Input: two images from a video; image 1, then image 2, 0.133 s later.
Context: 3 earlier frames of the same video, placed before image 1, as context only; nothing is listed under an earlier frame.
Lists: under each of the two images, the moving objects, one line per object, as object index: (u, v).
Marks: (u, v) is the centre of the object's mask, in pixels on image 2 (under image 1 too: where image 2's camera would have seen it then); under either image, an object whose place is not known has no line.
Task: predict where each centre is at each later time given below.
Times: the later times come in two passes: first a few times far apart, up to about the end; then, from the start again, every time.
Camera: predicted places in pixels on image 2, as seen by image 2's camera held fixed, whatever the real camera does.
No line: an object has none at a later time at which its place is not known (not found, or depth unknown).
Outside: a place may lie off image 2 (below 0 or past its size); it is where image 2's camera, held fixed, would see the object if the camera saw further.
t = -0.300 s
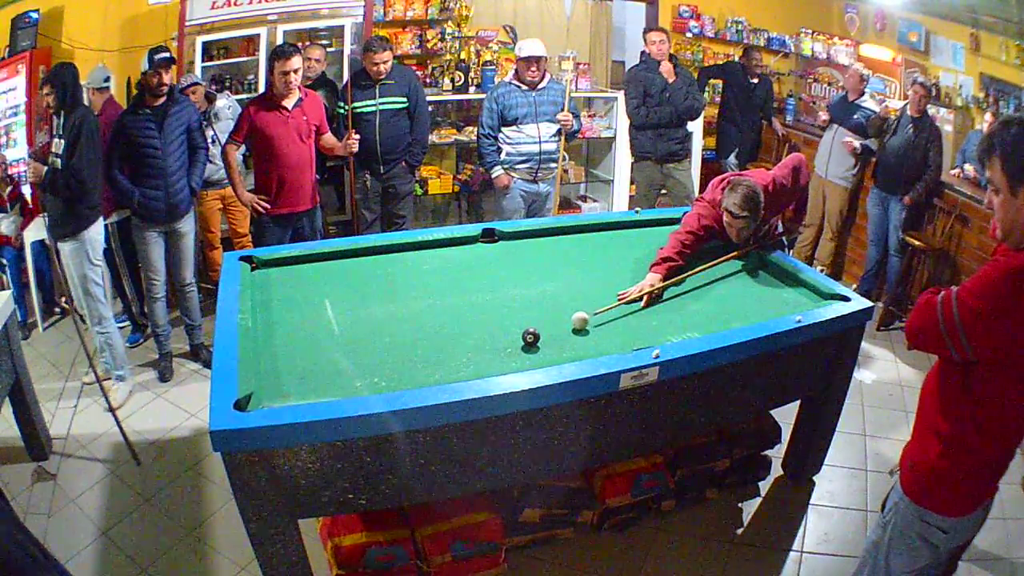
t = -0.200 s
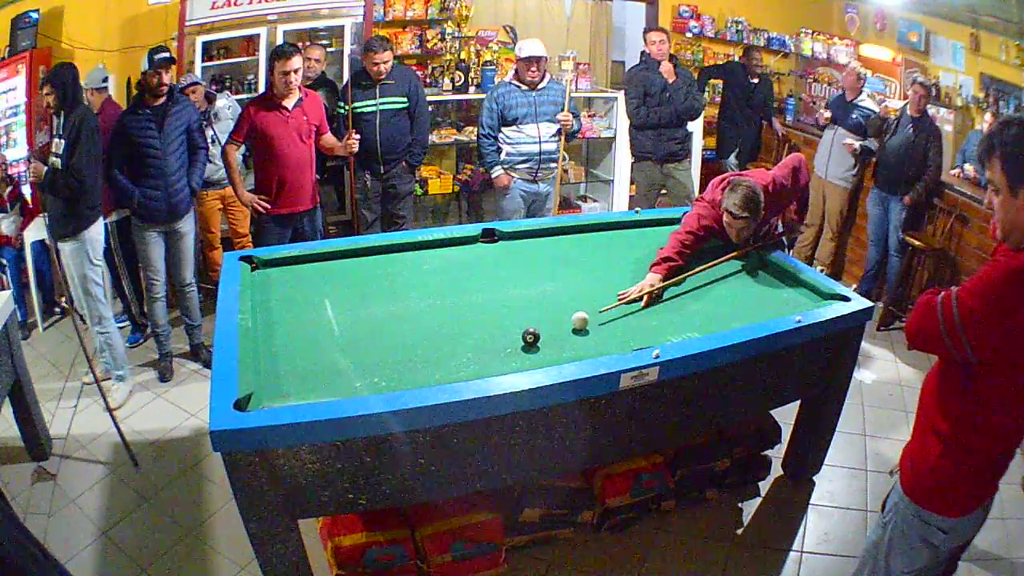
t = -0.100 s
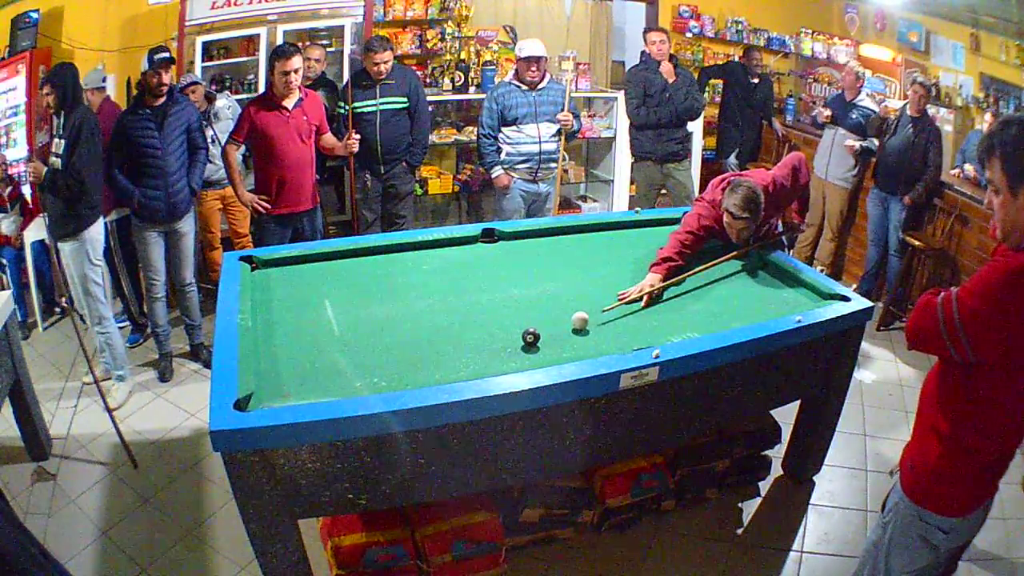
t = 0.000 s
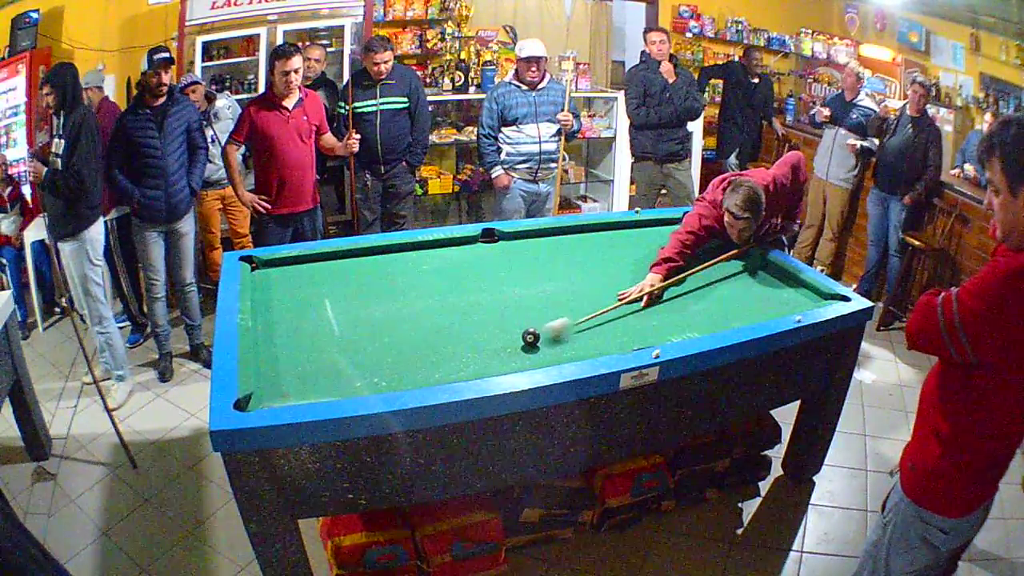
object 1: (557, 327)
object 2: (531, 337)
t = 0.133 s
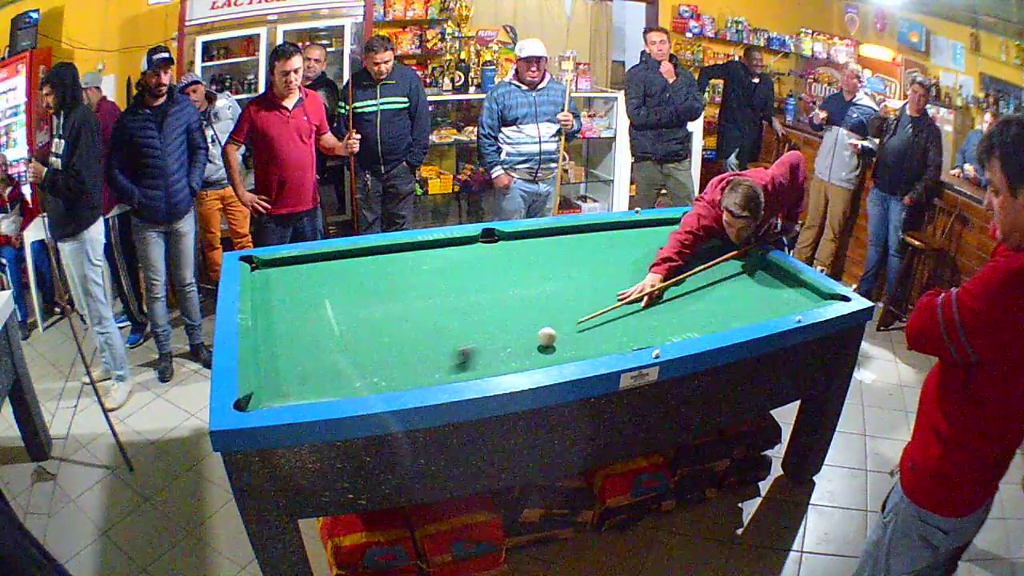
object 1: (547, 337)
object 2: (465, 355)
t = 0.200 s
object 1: (546, 339)
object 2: (429, 364)
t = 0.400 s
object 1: (544, 346)
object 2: (335, 385)
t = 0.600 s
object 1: (542, 351)
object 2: (265, 396)
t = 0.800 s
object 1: (540, 355)
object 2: (273, 386)
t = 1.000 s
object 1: (535, 355)
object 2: (276, 369)
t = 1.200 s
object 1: (530, 355)
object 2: (279, 354)
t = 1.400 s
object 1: (526, 355)
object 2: (281, 341)
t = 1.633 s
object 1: (523, 355)
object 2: (284, 329)
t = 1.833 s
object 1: (521, 355)
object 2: (287, 319)
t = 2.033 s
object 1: (521, 355)
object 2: (289, 311)
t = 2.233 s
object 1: (521, 355)
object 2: (291, 304)
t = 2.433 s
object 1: (521, 355)
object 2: (294, 297)
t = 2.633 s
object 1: (521, 355)
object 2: (296, 291)
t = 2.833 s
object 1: (521, 355)
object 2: (297, 287)
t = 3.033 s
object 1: (521, 355)
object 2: (298, 282)
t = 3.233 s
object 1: (521, 355)
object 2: (299, 277)
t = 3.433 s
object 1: (521, 355)
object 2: (300, 275)
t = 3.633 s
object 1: (522, 355)
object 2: (301, 272)
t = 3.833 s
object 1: (522, 355)
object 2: (303, 269)
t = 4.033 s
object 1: (521, 355)
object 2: (303, 267)
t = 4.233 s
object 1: (521, 355)
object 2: (304, 266)
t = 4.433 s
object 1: (521, 355)
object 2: (305, 266)
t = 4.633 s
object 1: (522, 355)
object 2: (305, 266)
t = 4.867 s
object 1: (522, 355)
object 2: (304, 267)
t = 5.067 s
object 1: (521, 355)
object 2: (304, 267)
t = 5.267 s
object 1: (521, 355)
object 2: (304, 267)
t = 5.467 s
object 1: (521, 355)
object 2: (304, 267)
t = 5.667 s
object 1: (521, 355)
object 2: (304, 267)
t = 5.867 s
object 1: (521, 355)
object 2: (304, 267)
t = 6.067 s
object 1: (521, 355)
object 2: (304, 267)
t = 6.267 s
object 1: (521, 355)
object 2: (304, 267)
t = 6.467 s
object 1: (522, 355)
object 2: (304, 267)
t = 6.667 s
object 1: (521, 355)
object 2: (304, 267)
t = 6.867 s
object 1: (521, 355)
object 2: (304, 267)
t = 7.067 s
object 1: (521, 355)
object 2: (304, 267)
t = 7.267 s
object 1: (521, 355)
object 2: (304, 267)
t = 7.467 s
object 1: (521, 355)
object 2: (304, 267)
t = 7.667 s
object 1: (521, 355)
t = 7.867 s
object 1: (522, 355)
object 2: (304, 267)
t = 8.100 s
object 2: (304, 267)
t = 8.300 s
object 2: (304, 267)
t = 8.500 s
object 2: (304, 267)
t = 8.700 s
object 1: (521, 355)
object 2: (304, 267)
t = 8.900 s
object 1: (522, 355)
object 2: (304, 267)
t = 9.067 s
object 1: (522, 355)
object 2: (304, 267)
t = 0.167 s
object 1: (546, 338)
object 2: (446, 360)
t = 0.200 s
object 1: (546, 339)
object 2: (429, 364)
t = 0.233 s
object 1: (546, 340)
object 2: (412, 369)
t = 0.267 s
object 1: (545, 341)
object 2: (398, 372)
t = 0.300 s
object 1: (545, 343)
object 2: (383, 376)
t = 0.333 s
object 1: (545, 344)
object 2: (368, 379)
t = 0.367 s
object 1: (545, 345)
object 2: (351, 382)
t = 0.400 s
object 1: (544, 346)
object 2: (335, 385)
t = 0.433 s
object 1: (544, 347)
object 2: (320, 387)
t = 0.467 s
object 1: (543, 348)
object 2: (301, 391)
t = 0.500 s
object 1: (543, 349)
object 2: (286, 393)
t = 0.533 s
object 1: (543, 350)
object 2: (275, 393)
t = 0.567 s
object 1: (543, 350)
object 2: (263, 396)
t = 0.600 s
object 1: (542, 351)
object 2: (265, 396)
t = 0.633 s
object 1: (542, 352)
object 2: (269, 396)
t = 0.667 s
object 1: (542, 352)
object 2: (270, 394)
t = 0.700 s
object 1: (541, 353)
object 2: (271, 392)
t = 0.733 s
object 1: (541, 354)
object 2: (272, 390)
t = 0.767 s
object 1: (541, 354)
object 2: (272, 388)
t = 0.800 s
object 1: (540, 355)
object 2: (273, 386)
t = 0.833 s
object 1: (540, 355)
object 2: (273, 383)
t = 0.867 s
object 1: (539, 356)
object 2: (274, 380)
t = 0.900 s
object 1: (538, 356)
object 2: (274, 376)
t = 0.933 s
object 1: (537, 356)
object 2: (275, 374)
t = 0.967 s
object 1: (536, 355)
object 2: (275, 371)
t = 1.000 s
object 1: (535, 355)
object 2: (276, 369)
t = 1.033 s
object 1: (535, 355)
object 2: (276, 366)
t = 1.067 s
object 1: (534, 355)
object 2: (277, 363)
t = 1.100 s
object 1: (533, 355)
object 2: (277, 361)
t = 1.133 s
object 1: (532, 355)
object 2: (278, 358)
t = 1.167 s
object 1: (531, 355)
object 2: (278, 356)
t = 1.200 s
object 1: (530, 355)
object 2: (279, 354)
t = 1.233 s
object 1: (529, 355)
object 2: (279, 352)
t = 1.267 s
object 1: (529, 355)
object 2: (280, 350)
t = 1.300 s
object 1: (528, 355)
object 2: (280, 348)
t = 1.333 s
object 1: (527, 355)
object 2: (280, 345)
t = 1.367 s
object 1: (527, 355)
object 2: (281, 344)
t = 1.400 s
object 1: (526, 355)
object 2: (281, 341)
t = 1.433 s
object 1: (525, 355)
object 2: (282, 340)
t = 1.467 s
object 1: (525, 355)
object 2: (282, 338)
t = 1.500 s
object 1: (524, 355)
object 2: (283, 336)
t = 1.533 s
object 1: (524, 355)
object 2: (283, 334)
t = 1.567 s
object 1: (523, 355)
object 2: (284, 332)
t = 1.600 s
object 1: (523, 355)
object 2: (284, 330)
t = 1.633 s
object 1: (523, 355)
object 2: (284, 329)
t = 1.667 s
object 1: (522, 355)
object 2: (285, 327)
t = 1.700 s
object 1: (522, 355)
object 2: (285, 325)
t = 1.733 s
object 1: (522, 355)
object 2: (286, 324)
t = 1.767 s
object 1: (522, 355)
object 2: (286, 322)
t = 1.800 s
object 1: (521, 355)
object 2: (286, 321)
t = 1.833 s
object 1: (521, 355)
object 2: (287, 319)
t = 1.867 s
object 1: (521, 355)
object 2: (287, 318)
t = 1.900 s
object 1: (521, 355)
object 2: (288, 316)
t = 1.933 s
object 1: (521, 355)
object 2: (288, 315)
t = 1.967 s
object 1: (521, 355)
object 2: (289, 314)
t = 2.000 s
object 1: (521, 355)
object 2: (289, 312)
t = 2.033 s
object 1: (521, 355)
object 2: (289, 311)
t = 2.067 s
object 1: (521, 355)
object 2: (290, 309)
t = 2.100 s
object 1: (521, 355)
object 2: (290, 308)
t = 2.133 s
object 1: (521, 355)
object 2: (291, 307)
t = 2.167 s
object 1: (521, 355)
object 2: (291, 306)
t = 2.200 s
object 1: (521, 355)
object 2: (291, 305)
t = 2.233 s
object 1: (521, 355)
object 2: (291, 304)
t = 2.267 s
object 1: (521, 355)
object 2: (292, 303)
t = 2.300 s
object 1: (521, 355)
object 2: (292, 301)
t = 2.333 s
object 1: (521, 355)
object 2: (293, 301)
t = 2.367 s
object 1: (521, 355)
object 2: (293, 299)
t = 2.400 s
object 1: (521, 355)
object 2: (293, 298)
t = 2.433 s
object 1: (521, 355)
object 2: (294, 297)
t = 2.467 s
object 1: (521, 355)
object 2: (294, 296)
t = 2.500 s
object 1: (521, 355)
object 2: (294, 295)
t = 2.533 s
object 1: (521, 355)
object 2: (295, 294)
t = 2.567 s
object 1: (521, 355)
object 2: (295, 293)
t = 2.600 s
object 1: (521, 355)
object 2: (295, 292)
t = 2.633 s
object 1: (521, 355)
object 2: (296, 291)
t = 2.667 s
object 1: (521, 355)
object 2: (296, 291)
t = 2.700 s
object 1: (521, 355)
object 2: (296, 290)
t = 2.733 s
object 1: (521, 355)
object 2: (297, 289)
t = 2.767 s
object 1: (521, 355)
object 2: (297, 288)
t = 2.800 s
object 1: (521, 355)
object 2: (297, 288)
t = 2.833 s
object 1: (521, 355)
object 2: (297, 287)
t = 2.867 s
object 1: (521, 355)
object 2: (297, 286)
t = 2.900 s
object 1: (521, 355)
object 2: (297, 285)
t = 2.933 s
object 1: (521, 355)
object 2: (298, 284)
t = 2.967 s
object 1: (521, 355)
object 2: (298, 283)
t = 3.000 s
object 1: (521, 355)
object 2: (298, 283)
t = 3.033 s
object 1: (521, 355)
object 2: (298, 282)
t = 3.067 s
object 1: (521, 355)
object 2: (298, 281)
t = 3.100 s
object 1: (521, 355)
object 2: (298, 280)
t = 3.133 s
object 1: (521, 355)
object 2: (299, 280)
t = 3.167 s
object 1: (521, 355)
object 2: (299, 279)
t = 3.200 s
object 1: (521, 355)
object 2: (299, 279)
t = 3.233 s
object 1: (521, 355)
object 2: (299, 277)
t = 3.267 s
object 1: (521, 355)
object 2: (299, 277)
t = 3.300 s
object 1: (521, 355)
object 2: (300, 276)
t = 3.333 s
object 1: (521, 355)
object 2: (300, 276)
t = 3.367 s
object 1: (521, 355)
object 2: (300, 275)
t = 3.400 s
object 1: (521, 355)
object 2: (300, 275)
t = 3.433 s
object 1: (521, 355)
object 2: (300, 275)
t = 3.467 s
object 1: (521, 355)
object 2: (300, 274)
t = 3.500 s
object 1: (521, 355)
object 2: (301, 274)
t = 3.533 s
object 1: (521, 355)
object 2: (301, 273)
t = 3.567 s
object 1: (521, 355)
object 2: (301, 273)
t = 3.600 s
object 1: (521, 355)
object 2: (301, 272)
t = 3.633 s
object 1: (522, 355)
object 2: (301, 272)
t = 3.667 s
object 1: (521, 355)
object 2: (302, 271)
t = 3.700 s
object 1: (522, 355)
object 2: (302, 271)
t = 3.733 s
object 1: (522, 355)
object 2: (302, 270)
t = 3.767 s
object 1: (522, 355)
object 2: (302, 270)
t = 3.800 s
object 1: (522, 355)
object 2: (302, 269)
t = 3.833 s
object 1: (522, 355)
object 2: (303, 269)
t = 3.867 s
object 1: (522, 355)
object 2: (303, 269)
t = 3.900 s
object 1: (521, 355)
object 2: (303, 268)
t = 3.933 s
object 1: (521, 355)
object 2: (303, 268)
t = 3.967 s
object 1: (522, 355)
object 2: (303, 268)
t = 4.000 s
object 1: (521, 355)
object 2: (303, 268)
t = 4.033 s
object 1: (521, 355)
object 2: (303, 267)
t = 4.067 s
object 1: (522, 355)
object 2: (304, 267)
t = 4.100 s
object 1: (521, 355)
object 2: (304, 267)
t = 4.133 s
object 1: (521, 355)
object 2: (304, 267)
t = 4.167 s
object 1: (521, 355)
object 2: (304, 267)
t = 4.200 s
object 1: (522, 355)
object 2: (304, 267)
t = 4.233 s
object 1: (521, 355)
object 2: (304, 266)
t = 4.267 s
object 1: (522, 355)
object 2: (304, 266)
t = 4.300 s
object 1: (522, 355)
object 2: (305, 266)
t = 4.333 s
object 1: (522, 355)
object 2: (305, 266)
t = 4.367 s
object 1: (522, 355)
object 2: (305, 266)
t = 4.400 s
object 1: (521, 355)
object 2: (304, 266)
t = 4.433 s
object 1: (521, 355)
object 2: (305, 266)
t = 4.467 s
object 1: (522, 355)
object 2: (304, 266)
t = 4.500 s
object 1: (522, 355)
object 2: (304, 266)
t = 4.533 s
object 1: (522, 355)
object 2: (304, 266)
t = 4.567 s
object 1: (522, 355)
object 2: (304, 266)
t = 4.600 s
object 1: (522, 355)
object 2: (305, 266)
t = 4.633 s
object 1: (522, 355)
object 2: (305, 266)
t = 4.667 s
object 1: (522, 355)
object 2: (304, 266)
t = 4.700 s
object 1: (522, 355)
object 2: (304, 266)
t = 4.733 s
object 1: (522, 355)
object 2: (304, 266)
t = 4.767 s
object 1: (522, 355)
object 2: (304, 266)
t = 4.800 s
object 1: (521, 355)
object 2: (304, 266)
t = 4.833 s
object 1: (522, 355)
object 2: (305, 266)
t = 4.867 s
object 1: (522, 355)
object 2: (304, 267)
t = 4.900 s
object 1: (522, 355)
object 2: (304, 267)
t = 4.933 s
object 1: (522, 355)
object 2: (304, 267)
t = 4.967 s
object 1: (521, 355)
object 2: (304, 267)
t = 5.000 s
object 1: (521, 355)
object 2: (304, 267)
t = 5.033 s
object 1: (521, 355)
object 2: (304, 267)
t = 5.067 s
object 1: (521, 355)
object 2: (304, 267)
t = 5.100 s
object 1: (521, 355)
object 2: (304, 267)
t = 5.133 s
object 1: (521, 355)
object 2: (304, 267)
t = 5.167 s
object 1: (521, 355)
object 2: (304, 267)
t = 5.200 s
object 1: (521, 355)
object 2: (304, 267)
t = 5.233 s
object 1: (521, 355)
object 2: (304, 267)
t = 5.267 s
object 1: (521, 355)
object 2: (304, 267)
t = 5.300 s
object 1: (521, 355)
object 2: (304, 267)
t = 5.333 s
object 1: (521, 355)
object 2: (304, 267)
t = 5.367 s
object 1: (521, 355)
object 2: (304, 267)
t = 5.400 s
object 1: (521, 355)
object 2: (304, 267)
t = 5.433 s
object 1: (521, 355)
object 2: (304, 267)
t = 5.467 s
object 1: (521, 355)
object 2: (304, 267)
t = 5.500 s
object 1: (521, 355)
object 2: (304, 267)
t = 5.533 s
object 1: (521, 355)
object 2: (304, 267)
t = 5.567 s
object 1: (521, 355)
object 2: (304, 267)
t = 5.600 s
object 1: (521, 355)
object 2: (304, 267)
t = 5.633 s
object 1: (521, 355)
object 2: (304, 267)
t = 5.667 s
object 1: (521, 355)
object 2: (304, 267)
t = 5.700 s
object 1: (521, 355)
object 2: (304, 267)
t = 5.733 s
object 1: (521, 355)
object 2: (304, 267)
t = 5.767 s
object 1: (521, 355)
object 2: (304, 267)
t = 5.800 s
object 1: (521, 355)
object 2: (304, 267)
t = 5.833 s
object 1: (521, 355)
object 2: (304, 267)
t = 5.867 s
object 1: (521, 355)
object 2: (304, 267)
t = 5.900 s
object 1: (522, 355)
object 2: (304, 267)
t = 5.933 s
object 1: (521, 355)
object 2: (304, 267)
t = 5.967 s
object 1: (521, 355)
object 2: (304, 267)
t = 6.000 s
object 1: (521, 355)
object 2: (304, 267)
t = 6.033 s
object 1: (521, 355)
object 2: (304, 267)
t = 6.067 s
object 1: (521, 355)
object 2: (304, 267)
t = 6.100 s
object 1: (521, 355)
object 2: (304, 267)
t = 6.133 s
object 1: (521, 355)
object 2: (304, 267)
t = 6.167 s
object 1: (521, 355)
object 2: (304, 267)
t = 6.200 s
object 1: (521, 355)
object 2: (304, 267)
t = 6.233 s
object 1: (521, 355)
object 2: (304, 267)
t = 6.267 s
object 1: (521, 355)
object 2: (304, 267)
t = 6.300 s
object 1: (521, 355)
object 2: (304, 267)
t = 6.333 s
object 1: (521, 355)
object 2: (304, 267)
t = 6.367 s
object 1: (521, 355)
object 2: (304, 267)
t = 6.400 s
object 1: (521, 355)
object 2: (304, 267)
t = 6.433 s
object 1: (521, 355)
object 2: (304, 267)
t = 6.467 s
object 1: (522, 355)
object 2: (304, 267)
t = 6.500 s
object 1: (521, 355)
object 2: (304, 267)
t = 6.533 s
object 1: (521, 355)
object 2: (304, 267)
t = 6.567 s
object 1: (521, 355)
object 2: (304, 267)
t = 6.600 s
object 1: (521, 355)
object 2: (304, 267)
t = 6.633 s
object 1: (521, 355)
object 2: (304, 267)
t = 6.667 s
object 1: (521, 355)
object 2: (304, 267)
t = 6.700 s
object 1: (521, 355)
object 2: (304, 267)
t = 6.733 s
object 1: (521, 355)
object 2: (304, 267)
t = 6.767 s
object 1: (522, 355)
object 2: (304, 267)
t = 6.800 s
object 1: (521, 355)
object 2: (304, 267)
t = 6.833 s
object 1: (521, 355)
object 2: (304, 267)
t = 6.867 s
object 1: (521, 355)
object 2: (304, 267)
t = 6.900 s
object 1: (521, 355)
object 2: (304, 267)
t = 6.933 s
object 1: (521, 355)
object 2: (304, 267)
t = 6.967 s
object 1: (521, 355)
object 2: (304, 267)
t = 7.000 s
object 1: (521, 355)
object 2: (304, 267)
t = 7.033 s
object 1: (521, 355)
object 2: (304, 267)
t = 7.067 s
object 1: (521, 355)
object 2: (304, 267)
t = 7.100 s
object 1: (521, 355)
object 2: (304, 267)
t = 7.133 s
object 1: (521, 355)
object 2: (304, 267)
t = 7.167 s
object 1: (521, 355)
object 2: (304, 267)
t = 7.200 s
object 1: (521, 355)
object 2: (304, 267)
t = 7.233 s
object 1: (521, 355)
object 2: (304, 267)
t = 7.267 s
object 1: (521, 355)
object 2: (304, 267)
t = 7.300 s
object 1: (521, 355)
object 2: (304, 267)
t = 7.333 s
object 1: (521, 355)
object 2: (304, 267)
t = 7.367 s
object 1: (521, 355)
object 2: (304, 267)
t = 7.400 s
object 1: (521, 355)
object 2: (304, 267)
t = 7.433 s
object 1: (521, 355)
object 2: (304, 267)
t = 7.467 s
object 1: (521, 355)
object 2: (304, 267)
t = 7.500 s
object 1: (521, 355)
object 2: (304, 267)
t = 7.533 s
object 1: (521, 355)
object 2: (305, 268)
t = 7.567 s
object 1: (521, 355)
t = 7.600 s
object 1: (521, 355)
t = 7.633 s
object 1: (521, 355)
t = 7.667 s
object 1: (521, 355)
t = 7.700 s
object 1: (521, 355)
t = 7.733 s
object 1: (521, 355)
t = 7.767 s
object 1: (521, 355)
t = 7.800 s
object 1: (521, 355)
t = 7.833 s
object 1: (521, 355)
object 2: (303, 267)
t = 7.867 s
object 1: (522, 355)
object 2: (304, 267)
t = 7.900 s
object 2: (304, 267)
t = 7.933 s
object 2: (304, 267)
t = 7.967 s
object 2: (304, 267)
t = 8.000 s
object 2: (304, 267)
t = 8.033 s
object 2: (304, 267)
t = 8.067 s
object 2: (304, 267)
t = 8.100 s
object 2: (304, 267)
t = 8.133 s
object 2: (304, 266)
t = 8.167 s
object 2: (304, 267)
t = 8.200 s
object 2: (304, 267)
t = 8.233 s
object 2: (304, 266)
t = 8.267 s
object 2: (304, 267)
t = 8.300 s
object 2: (304, 267)
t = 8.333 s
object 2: (304, 267)
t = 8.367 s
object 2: (304, 267)
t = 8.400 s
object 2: (304, 267)
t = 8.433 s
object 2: (304, 267)
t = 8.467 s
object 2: (304, 267)
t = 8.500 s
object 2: (304, 267)
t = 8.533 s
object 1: (518, 354)
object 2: (304, 267)
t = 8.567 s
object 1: (522, 355)
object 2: (304, 267)
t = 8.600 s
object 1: (521, 355)
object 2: (304, 267)
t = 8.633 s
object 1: (521, 355)
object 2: (304, 267)
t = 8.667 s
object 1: (521, 355)
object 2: (304, 267)
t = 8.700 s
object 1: (521, 355)
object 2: (304, 267)
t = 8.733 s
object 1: (522, 355)
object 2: (304, 267)
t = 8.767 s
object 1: (521, 355)
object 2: (304, 267)
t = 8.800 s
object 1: (521, 355)
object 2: (304, 267)
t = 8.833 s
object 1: (521, 355)
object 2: (304, 267)
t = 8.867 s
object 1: (522, 355)
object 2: (304, 267)
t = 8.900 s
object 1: (522, 355)
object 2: (304, 267)
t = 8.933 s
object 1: (522, 355)
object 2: (304, 267)
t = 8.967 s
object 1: (521, 355)
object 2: (304, 267)
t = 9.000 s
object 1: (521, 355)
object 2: (304, 267)
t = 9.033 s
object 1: (521, 355)
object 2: (304, 267)
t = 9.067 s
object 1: (522, 355)
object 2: (304, 267)
